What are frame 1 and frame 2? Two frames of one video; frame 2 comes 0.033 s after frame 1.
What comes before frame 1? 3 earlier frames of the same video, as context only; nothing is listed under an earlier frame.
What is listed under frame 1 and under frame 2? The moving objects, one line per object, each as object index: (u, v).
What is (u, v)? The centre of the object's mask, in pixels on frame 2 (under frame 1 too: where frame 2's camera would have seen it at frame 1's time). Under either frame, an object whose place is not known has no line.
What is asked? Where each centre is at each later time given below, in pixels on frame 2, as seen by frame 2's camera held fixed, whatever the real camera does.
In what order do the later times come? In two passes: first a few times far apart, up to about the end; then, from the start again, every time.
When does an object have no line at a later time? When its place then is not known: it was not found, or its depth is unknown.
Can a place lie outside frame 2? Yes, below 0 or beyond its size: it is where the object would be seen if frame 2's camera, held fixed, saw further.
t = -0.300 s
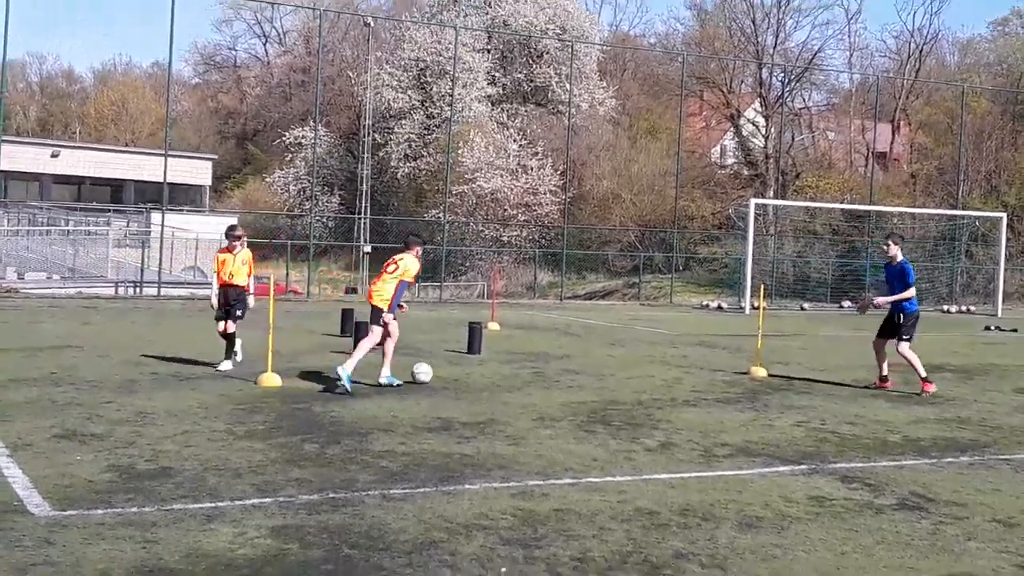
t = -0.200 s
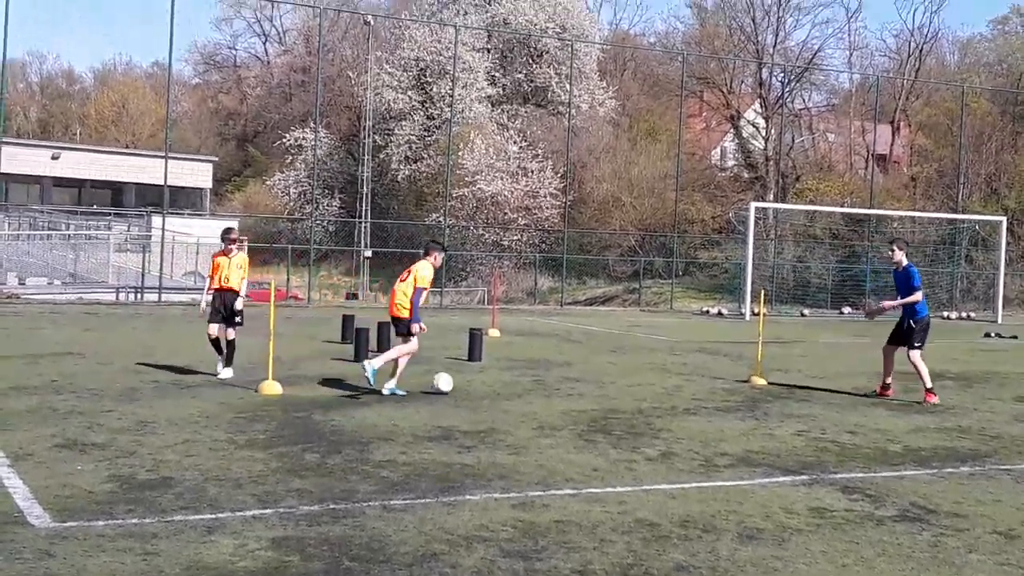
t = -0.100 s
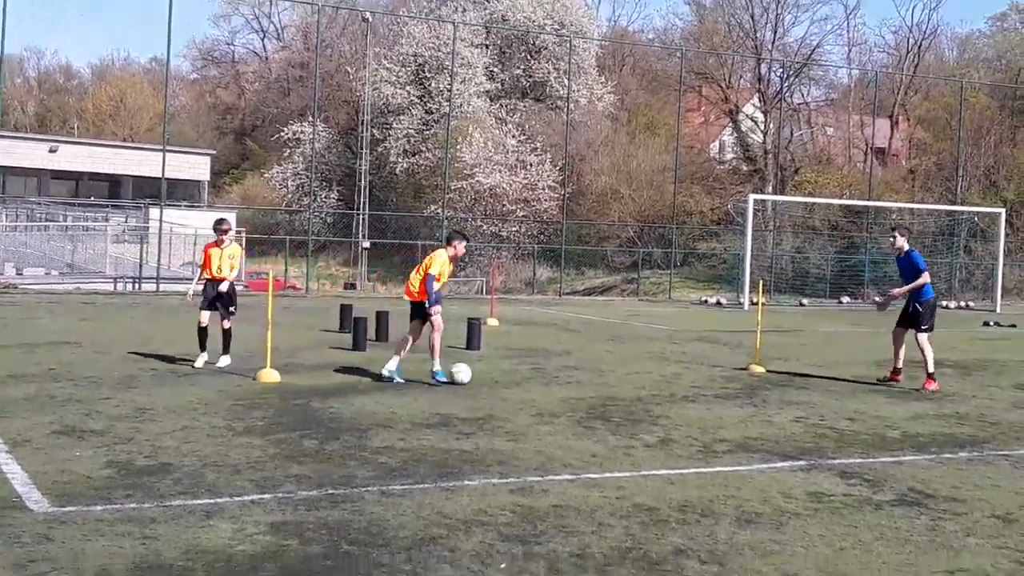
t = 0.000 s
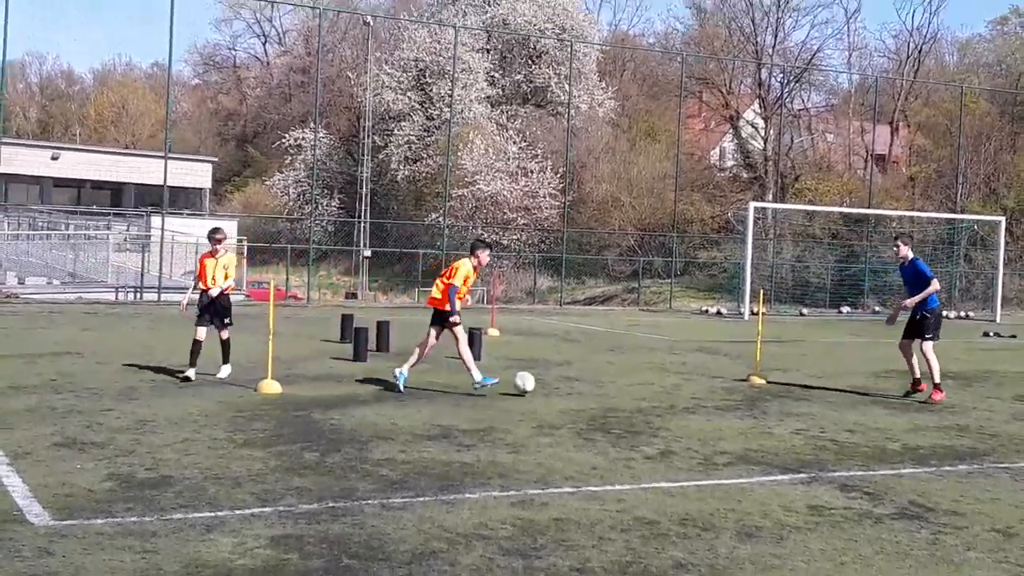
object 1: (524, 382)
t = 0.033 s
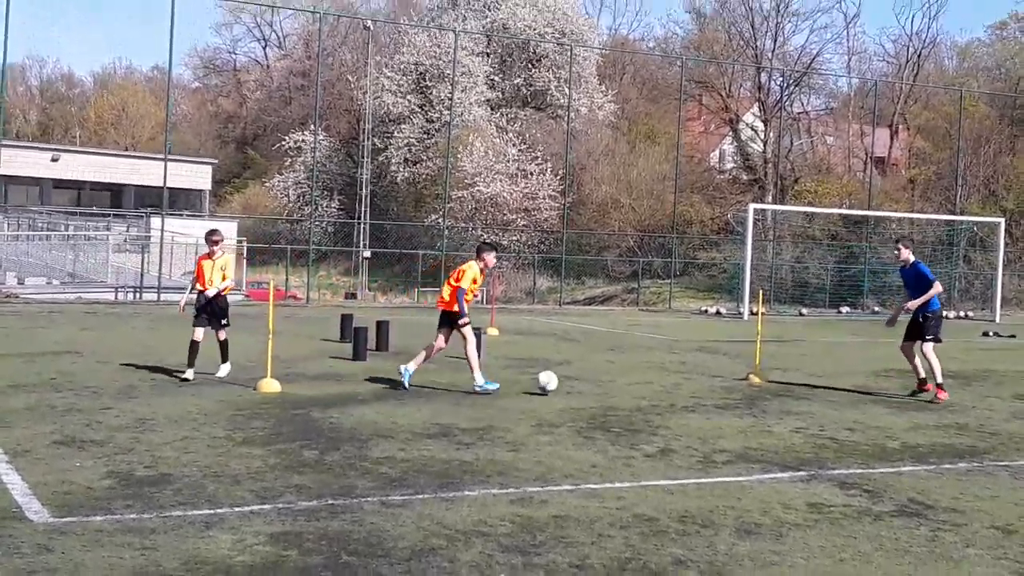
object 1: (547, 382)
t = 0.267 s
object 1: (688, 386)
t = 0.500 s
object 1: (796, 386)
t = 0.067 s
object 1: (570, 383)
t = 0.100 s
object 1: (593, 385)
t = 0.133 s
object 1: (613, 385)
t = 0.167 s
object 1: (633, 384)
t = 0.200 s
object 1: (651, 384)
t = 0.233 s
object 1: (670, 384)
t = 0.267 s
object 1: (688, 386)
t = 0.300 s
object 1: (705, 386)
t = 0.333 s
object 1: (721, 386)
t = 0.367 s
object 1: (737, 385)
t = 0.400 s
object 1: (751, 386)
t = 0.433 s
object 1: (767, 386)
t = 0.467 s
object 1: (782, 385)
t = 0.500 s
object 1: (796, 386)
